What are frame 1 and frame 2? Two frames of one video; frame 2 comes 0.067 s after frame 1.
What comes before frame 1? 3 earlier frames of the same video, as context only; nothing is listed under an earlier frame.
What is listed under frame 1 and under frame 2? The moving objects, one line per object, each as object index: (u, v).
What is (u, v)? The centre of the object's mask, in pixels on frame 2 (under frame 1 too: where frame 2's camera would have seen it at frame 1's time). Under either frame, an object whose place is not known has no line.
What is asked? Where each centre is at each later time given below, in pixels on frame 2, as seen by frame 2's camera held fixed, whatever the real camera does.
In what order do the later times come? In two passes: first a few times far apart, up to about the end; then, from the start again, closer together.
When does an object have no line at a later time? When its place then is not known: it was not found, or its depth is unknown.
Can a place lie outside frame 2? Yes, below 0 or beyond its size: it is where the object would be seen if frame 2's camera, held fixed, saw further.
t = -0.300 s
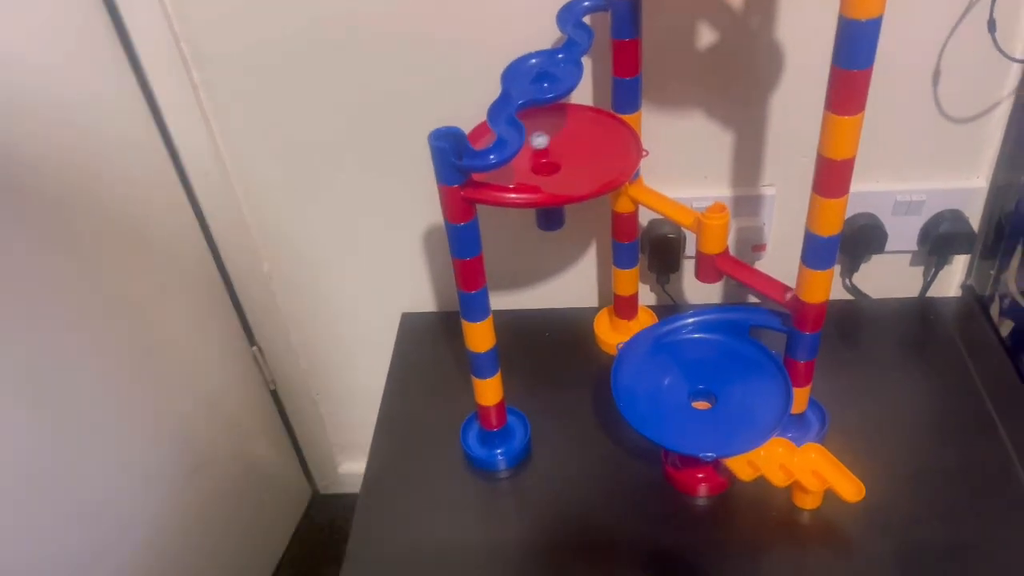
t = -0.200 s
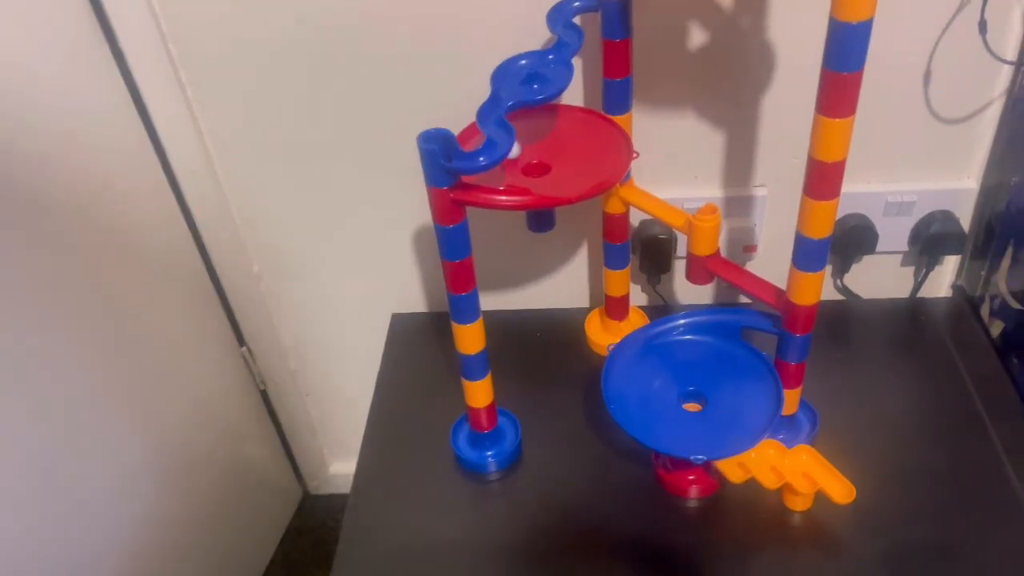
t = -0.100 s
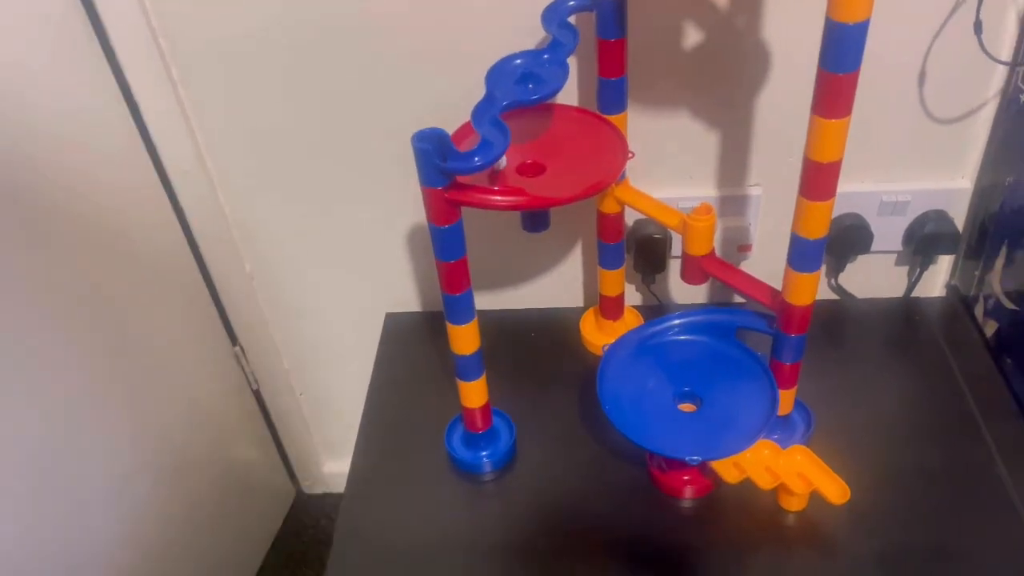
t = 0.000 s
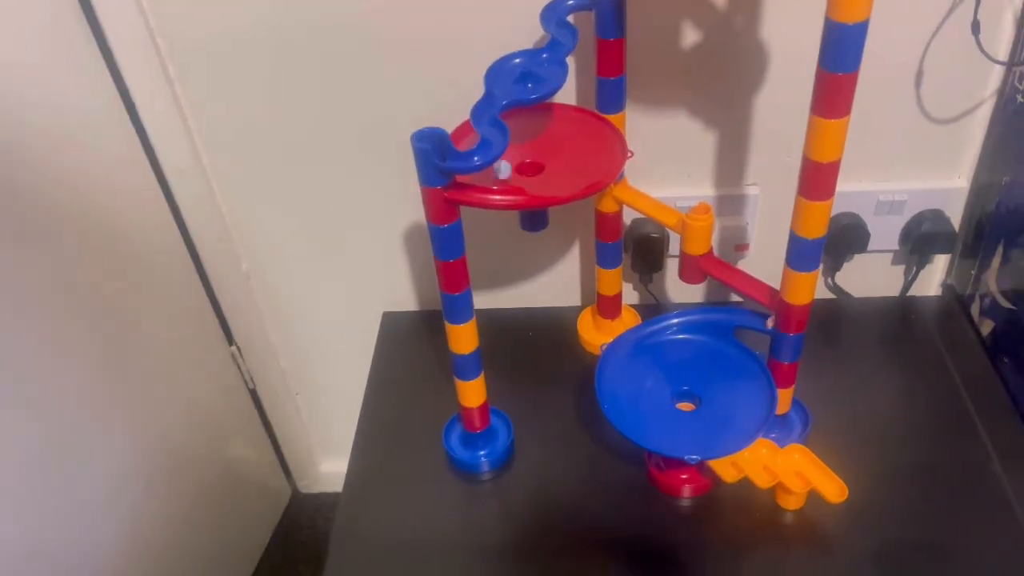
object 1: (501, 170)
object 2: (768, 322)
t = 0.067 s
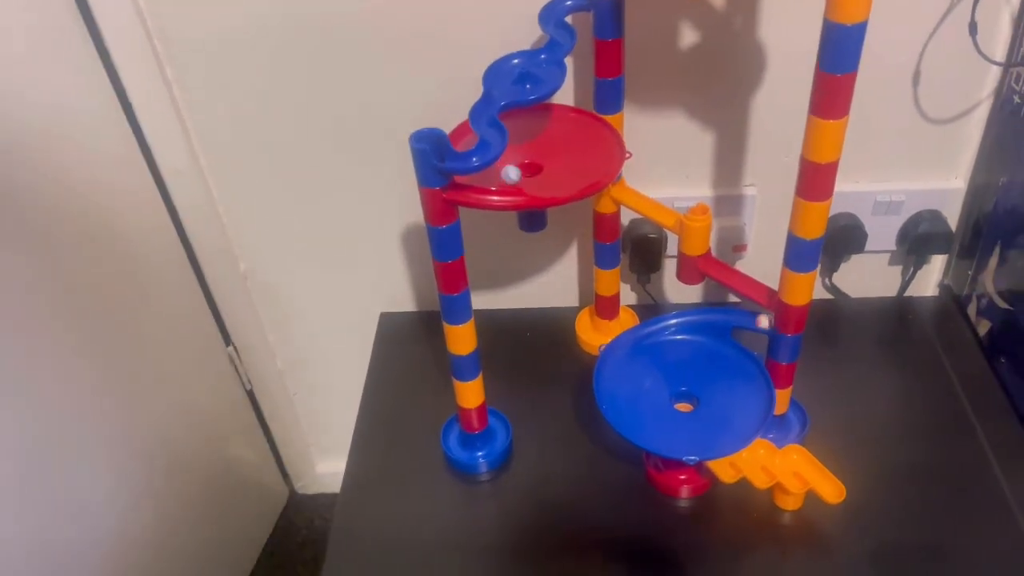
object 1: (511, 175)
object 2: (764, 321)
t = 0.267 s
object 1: (552, 167)
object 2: (711, 315)
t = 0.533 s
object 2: (609, 357)
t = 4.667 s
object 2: (755, 391)
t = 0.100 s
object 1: (518, 175)
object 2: (758, 320)
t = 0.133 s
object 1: (525, 176)
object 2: (752, 318)
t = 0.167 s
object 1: (532, 174)
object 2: (743, 316)
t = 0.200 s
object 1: (540, 173)
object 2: (733, 315)
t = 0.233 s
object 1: (546, 170)
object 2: (722, 315)
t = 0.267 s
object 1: (552, 167)
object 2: (711, 315)
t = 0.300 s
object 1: (556, 163)
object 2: (698, 316)
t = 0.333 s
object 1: (560, 159)
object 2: (684, 318)
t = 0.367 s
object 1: (561, 155)
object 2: (669, 321)
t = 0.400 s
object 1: (562, 151)
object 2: (654, 327)
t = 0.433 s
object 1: (560, 142)
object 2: (640, 331)
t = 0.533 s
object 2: (609, 357)
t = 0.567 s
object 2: (605, 369)
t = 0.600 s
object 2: (605, 382)
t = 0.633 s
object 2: (605, 394)
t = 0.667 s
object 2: (612, 407)
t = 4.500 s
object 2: (733, 423)
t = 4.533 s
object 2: (740, 418)
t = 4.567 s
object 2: (746, 412)
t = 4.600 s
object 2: (750, 405)
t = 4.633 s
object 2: (754, 399)
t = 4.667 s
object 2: (755, 391)
